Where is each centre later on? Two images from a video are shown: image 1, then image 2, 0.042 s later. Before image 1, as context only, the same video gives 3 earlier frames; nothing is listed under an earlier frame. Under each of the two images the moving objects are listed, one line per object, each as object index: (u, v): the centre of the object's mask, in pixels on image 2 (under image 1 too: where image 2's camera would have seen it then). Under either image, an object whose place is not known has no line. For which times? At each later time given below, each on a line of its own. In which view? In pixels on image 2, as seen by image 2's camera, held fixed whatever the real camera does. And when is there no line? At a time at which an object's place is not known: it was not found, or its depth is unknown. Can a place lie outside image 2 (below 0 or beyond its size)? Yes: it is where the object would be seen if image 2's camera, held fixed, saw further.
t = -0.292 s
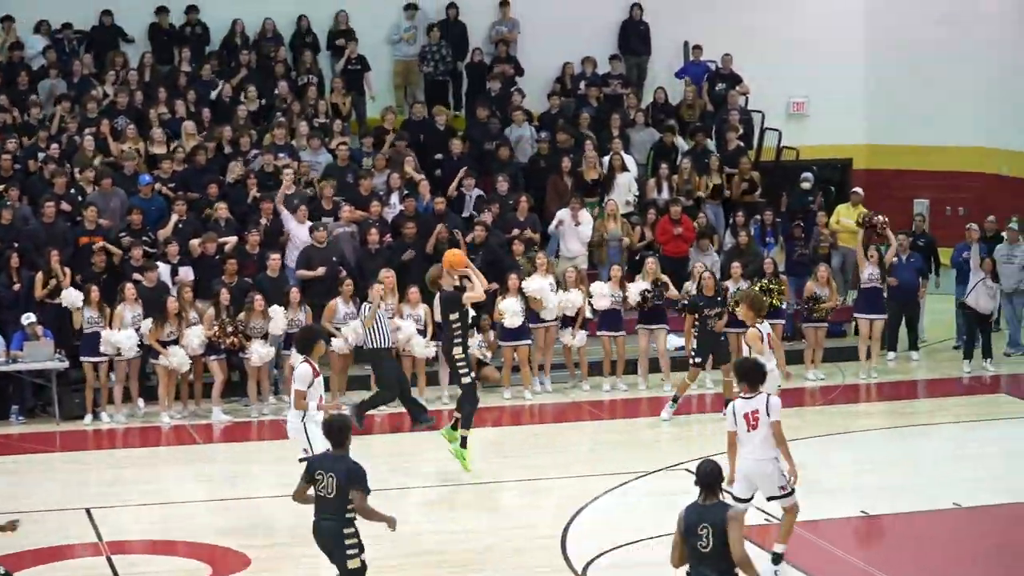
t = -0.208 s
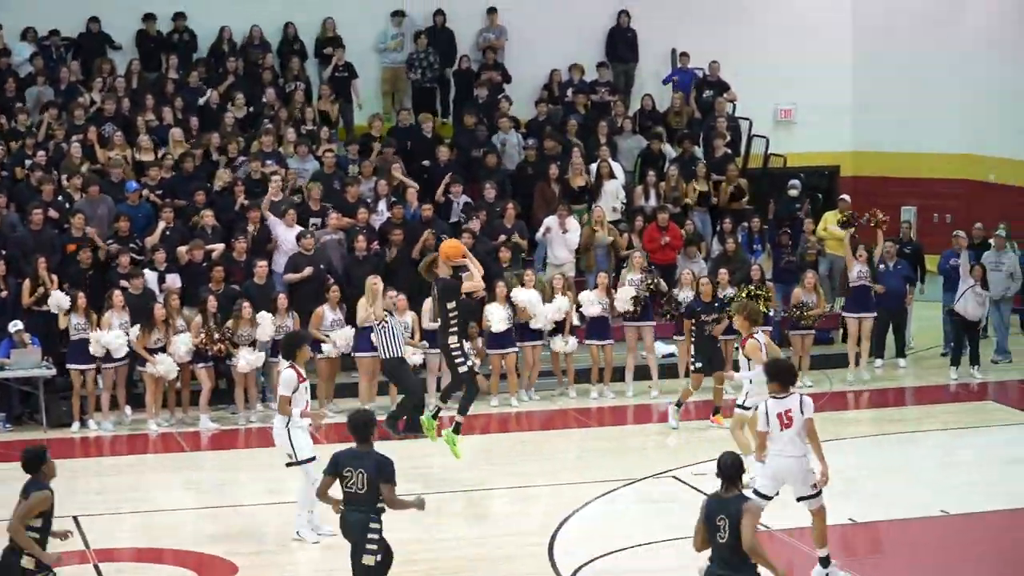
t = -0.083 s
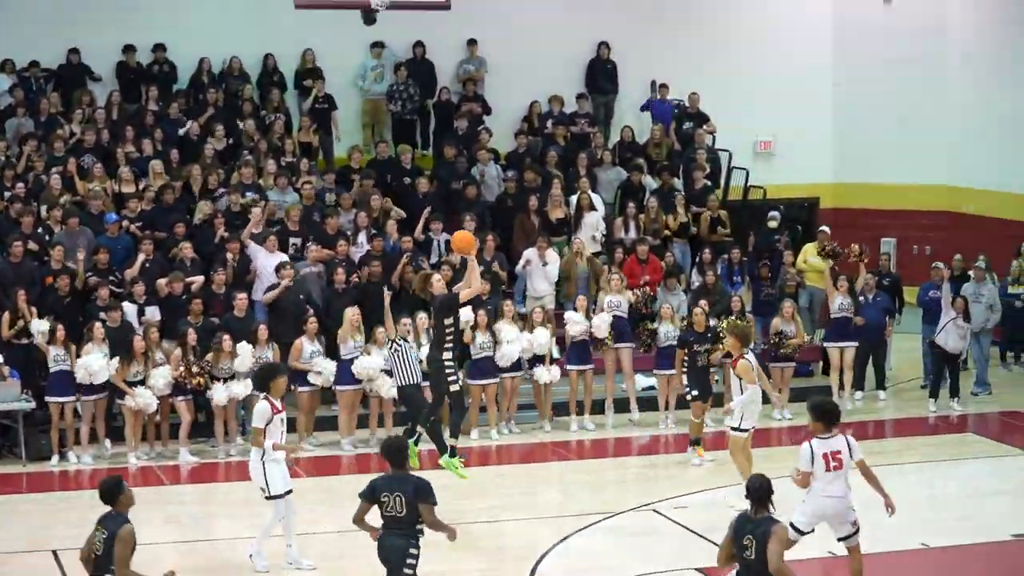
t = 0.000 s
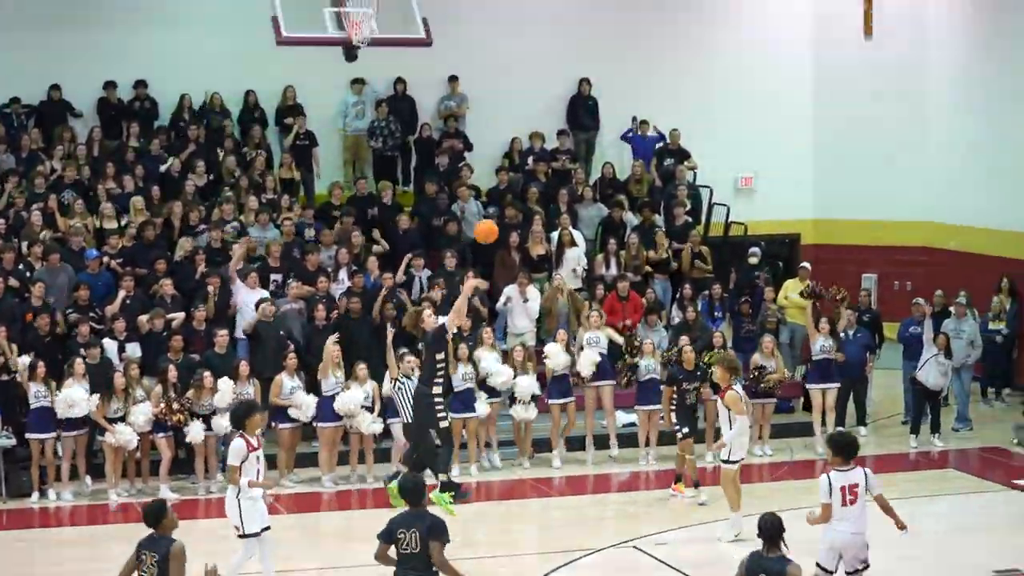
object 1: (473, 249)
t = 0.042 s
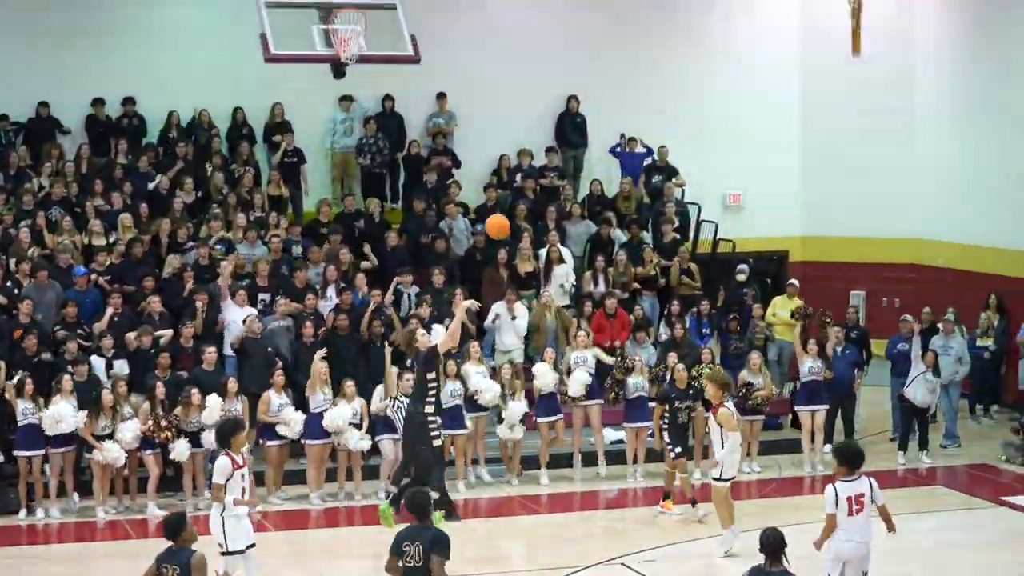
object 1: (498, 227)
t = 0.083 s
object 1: (521, 206)
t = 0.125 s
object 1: (545, 187)
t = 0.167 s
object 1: (568, 170)
